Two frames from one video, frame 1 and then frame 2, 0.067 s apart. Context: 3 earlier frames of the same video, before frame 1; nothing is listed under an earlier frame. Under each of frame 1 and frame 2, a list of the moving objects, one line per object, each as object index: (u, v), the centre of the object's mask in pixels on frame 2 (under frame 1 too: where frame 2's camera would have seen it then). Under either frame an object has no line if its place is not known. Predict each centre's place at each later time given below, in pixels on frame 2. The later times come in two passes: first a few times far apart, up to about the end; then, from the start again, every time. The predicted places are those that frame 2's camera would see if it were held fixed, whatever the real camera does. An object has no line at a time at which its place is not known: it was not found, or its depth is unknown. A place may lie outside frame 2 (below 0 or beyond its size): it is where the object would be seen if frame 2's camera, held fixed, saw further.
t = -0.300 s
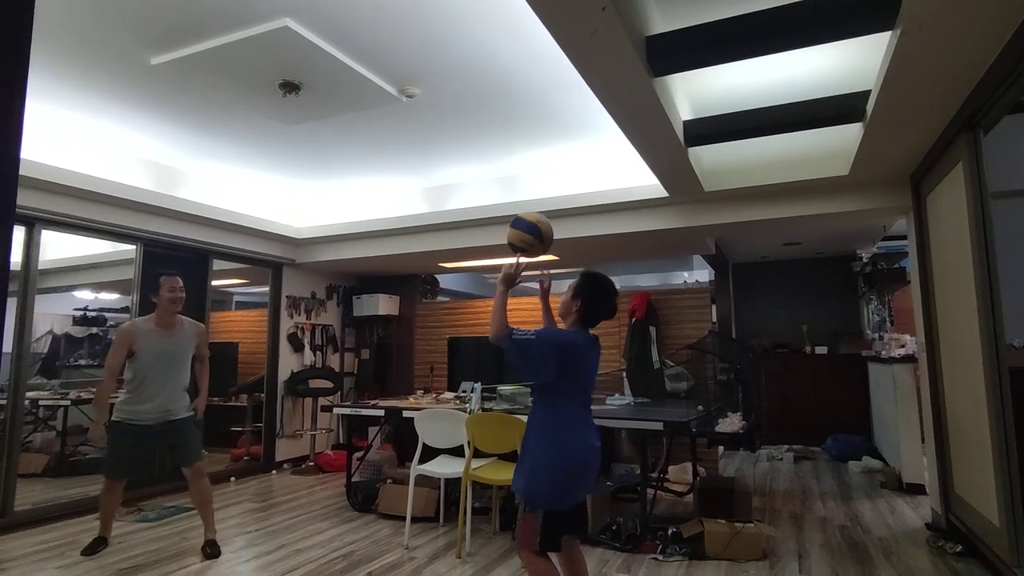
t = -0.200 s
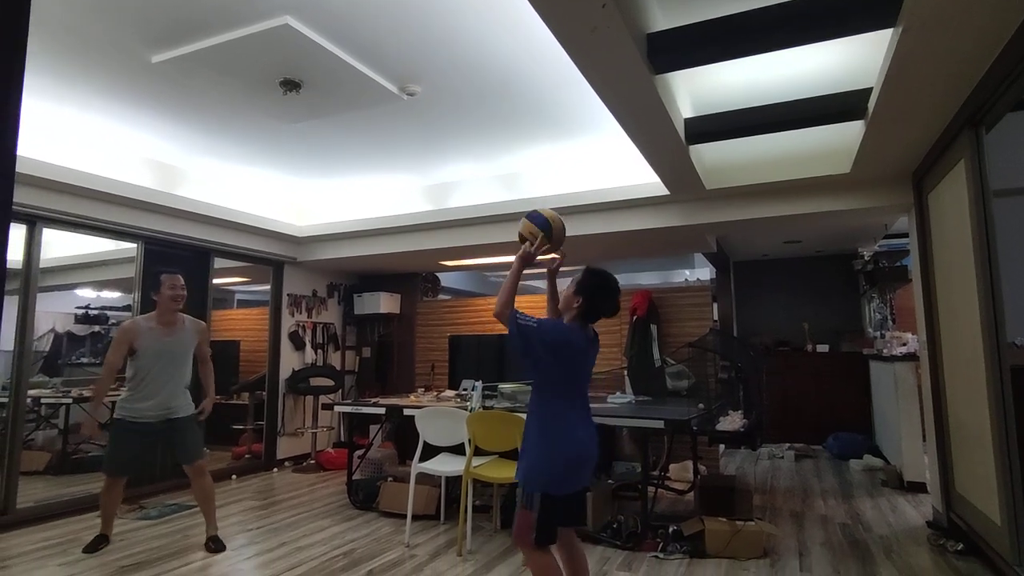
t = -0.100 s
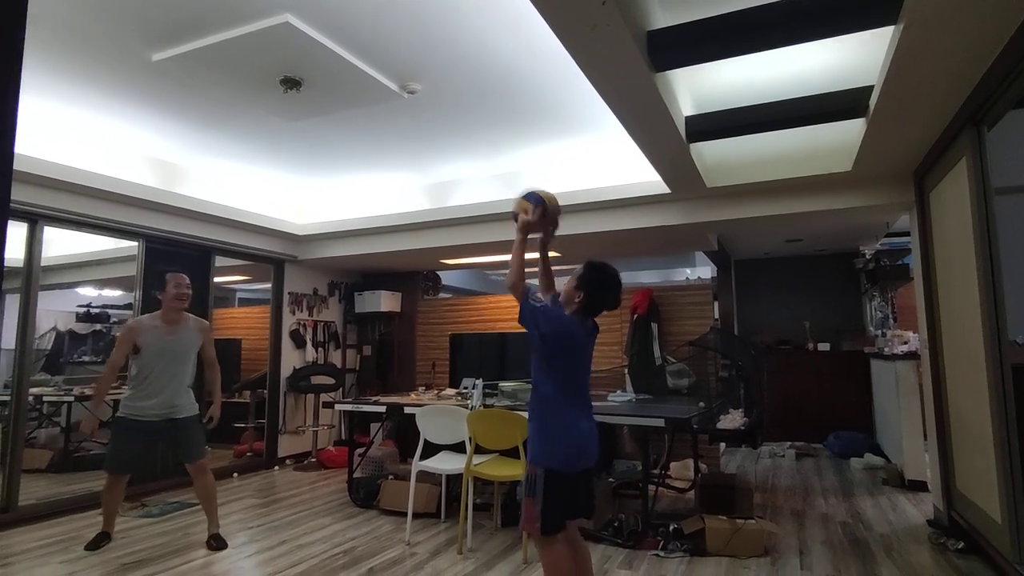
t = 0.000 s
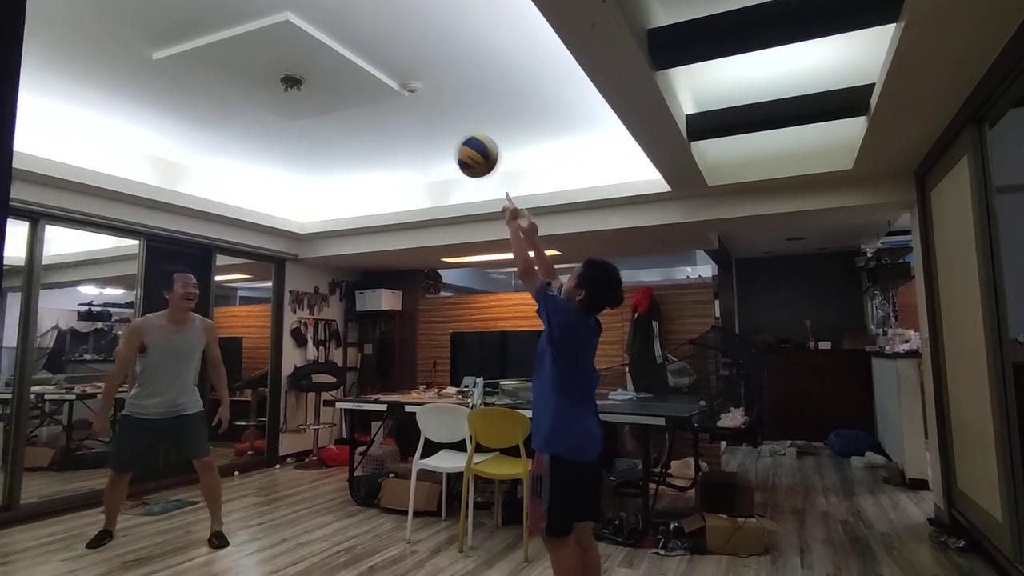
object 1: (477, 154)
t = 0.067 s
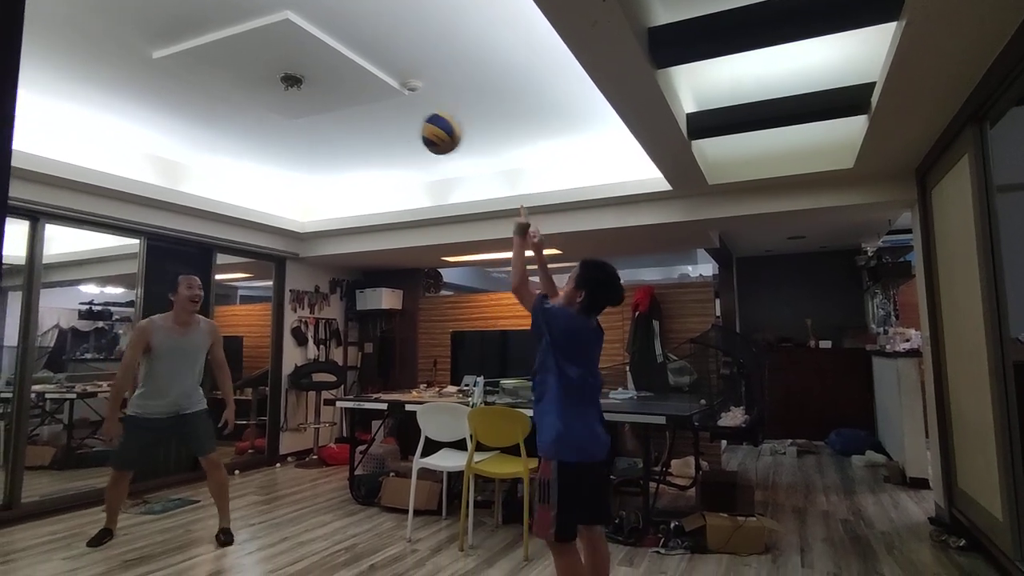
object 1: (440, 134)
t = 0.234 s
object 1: (360, 120)
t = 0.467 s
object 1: (263, 182)
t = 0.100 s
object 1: (423, 127)
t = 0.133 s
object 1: (406, 122)
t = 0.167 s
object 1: (390, 120)
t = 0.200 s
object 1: (374, 119)
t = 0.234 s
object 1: (360, 120)
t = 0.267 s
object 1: (345, 123)
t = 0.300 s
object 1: (331, 128)
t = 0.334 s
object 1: (317, 135)
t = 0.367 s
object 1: (303, 144)
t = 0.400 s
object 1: (290, 155)
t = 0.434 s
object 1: (277, 168)
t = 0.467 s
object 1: (263, 182)
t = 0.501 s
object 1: (251, 199)
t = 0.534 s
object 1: (238, 216)
